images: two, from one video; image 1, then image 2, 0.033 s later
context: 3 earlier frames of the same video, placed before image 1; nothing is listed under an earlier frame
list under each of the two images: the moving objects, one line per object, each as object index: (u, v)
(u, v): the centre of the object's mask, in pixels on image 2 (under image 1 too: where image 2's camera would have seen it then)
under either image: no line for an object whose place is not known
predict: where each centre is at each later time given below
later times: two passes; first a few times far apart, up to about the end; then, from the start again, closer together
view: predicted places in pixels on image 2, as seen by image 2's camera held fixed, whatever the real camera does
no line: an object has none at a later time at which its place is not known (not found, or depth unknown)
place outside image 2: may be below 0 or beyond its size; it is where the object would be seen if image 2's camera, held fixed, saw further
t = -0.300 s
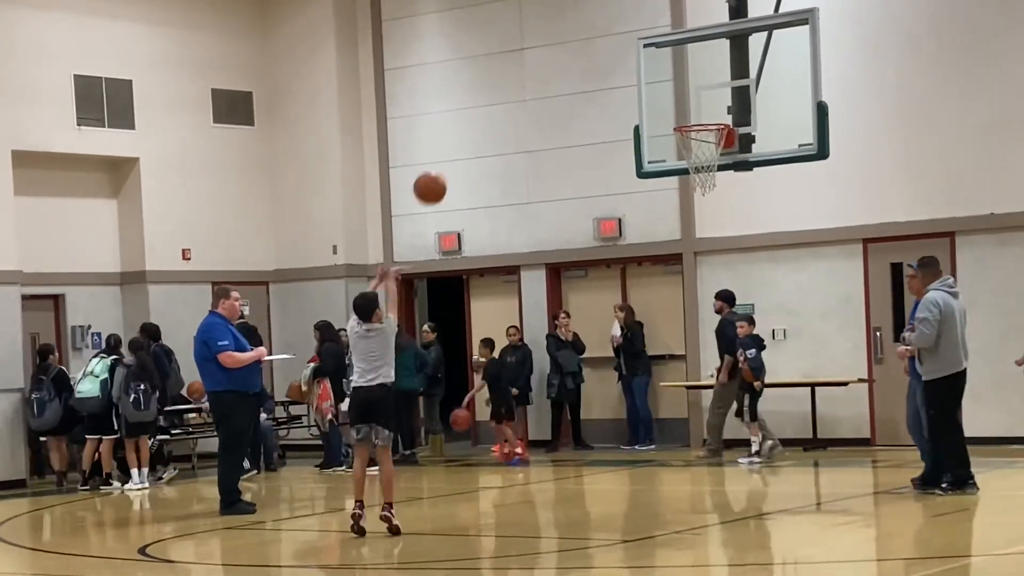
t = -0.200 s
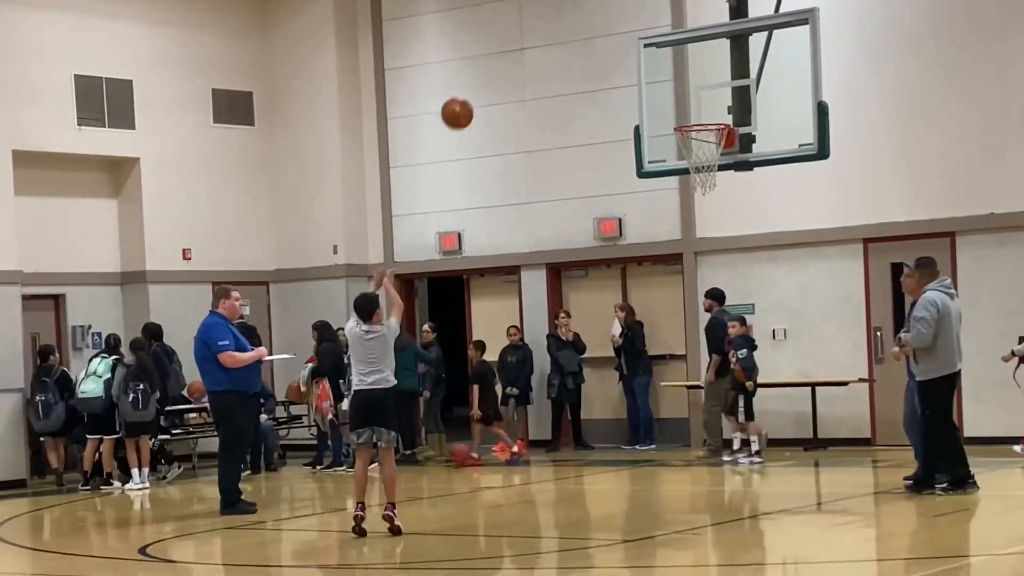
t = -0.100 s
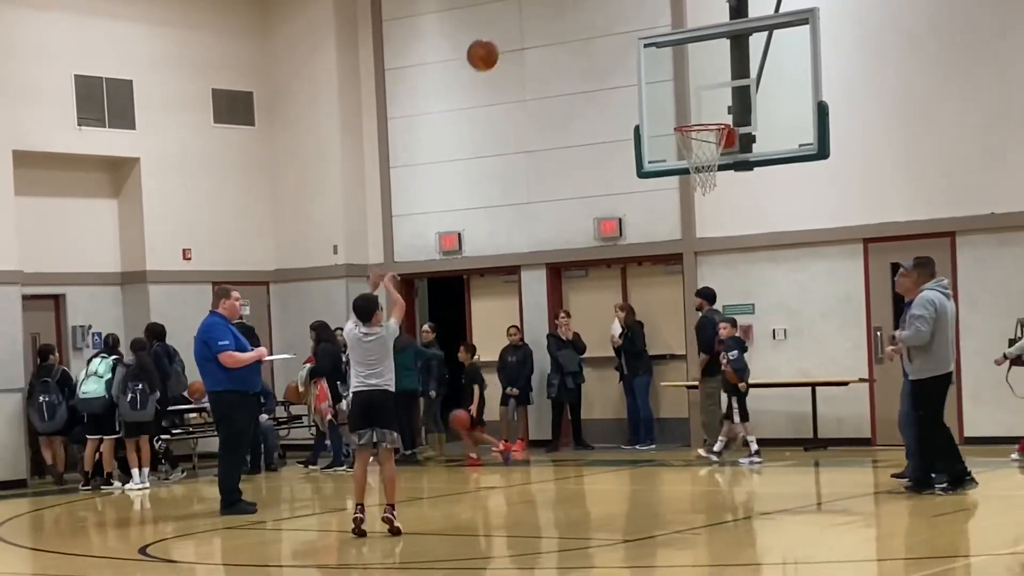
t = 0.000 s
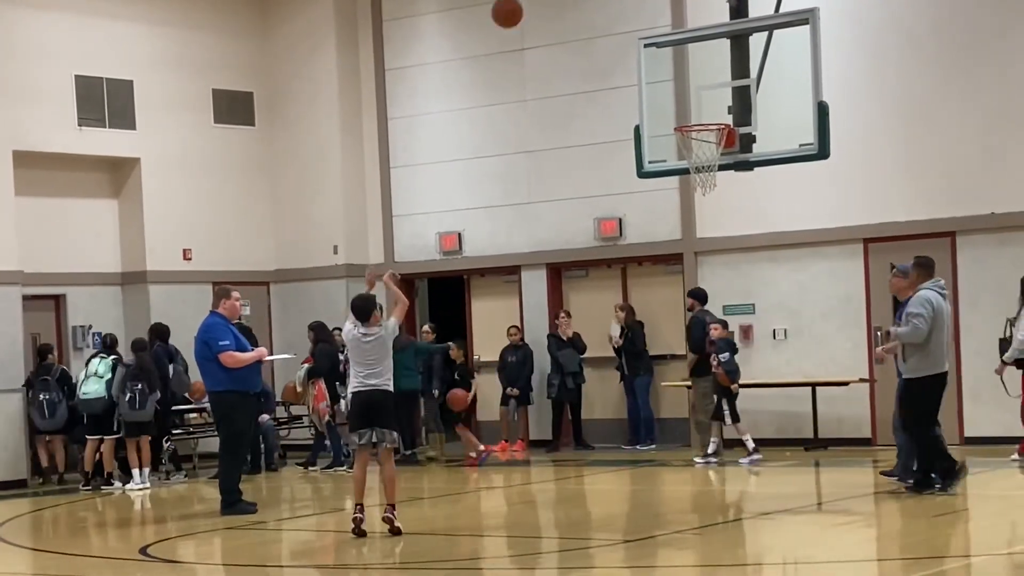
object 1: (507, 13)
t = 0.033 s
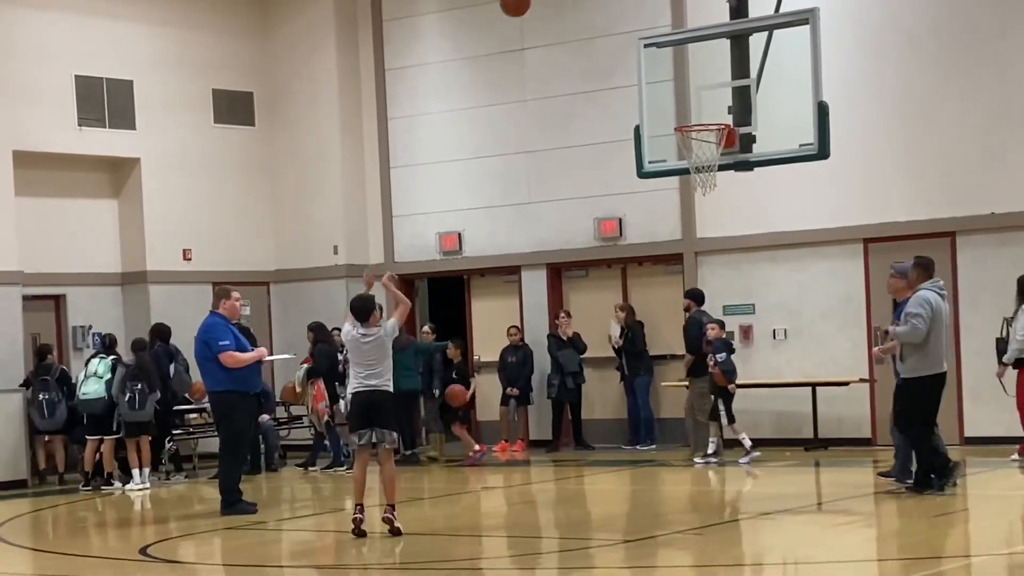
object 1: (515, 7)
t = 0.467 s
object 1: (616, 2)
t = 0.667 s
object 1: (661, 61)
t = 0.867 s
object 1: (717, 154)
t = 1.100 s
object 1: (725, 188)
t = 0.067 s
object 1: (524, 3)
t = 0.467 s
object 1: (616, 2)
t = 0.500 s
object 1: (624, 6)
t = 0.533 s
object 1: (631, 11)
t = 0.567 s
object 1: (639, 22)
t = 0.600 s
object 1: (646, 34)
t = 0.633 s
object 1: (654, 48)
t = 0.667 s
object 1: (661, 61)
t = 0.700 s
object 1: (669, 77)
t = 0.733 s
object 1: (676, 94)
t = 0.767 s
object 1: (683, 112)
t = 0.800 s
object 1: (693, 127)
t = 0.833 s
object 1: (705, 140)
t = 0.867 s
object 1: (717, 154)
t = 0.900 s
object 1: (724, 158)
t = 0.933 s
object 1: (727, 160)
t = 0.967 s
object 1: (727, 162)
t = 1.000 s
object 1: (727, 167)
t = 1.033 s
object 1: (726, 173)
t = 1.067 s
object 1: (725, 179)
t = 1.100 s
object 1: (725, 188)
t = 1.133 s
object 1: (725, 197)
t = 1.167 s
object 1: (726, 208)
